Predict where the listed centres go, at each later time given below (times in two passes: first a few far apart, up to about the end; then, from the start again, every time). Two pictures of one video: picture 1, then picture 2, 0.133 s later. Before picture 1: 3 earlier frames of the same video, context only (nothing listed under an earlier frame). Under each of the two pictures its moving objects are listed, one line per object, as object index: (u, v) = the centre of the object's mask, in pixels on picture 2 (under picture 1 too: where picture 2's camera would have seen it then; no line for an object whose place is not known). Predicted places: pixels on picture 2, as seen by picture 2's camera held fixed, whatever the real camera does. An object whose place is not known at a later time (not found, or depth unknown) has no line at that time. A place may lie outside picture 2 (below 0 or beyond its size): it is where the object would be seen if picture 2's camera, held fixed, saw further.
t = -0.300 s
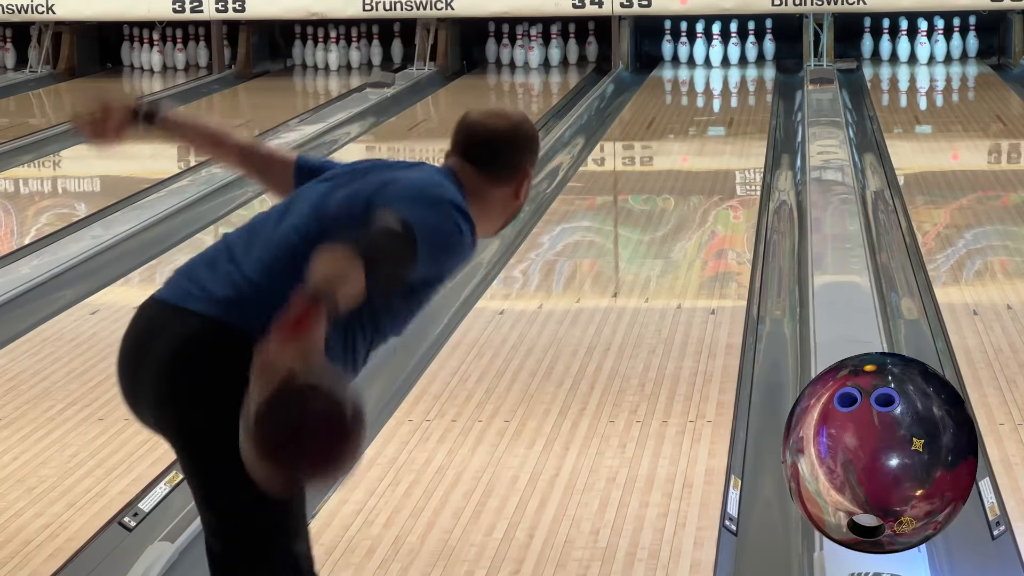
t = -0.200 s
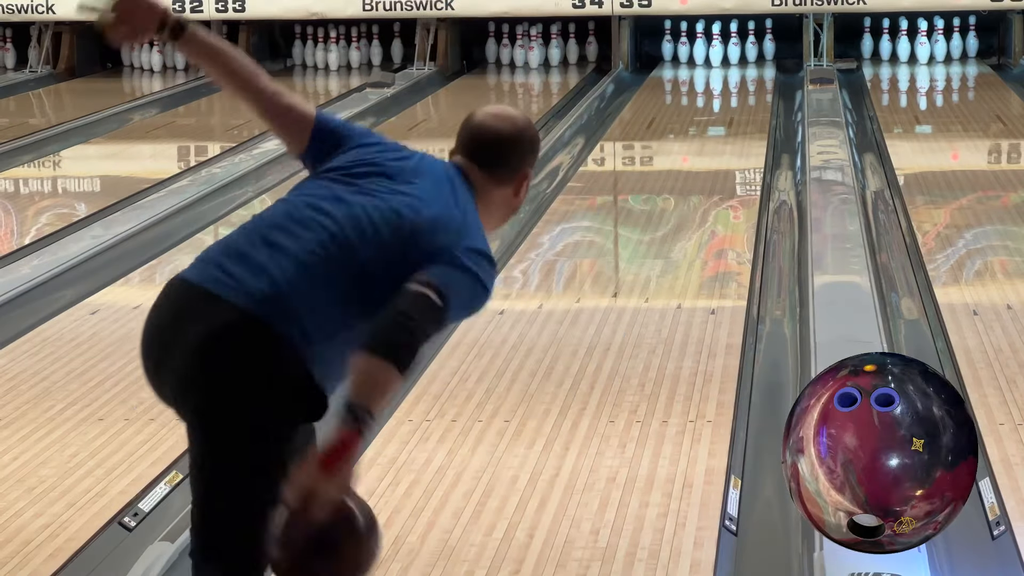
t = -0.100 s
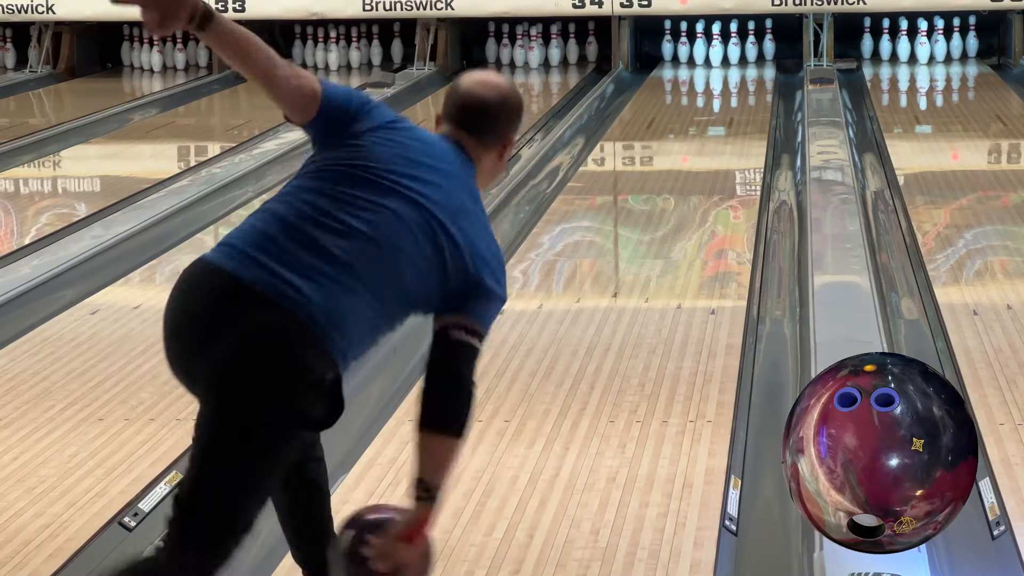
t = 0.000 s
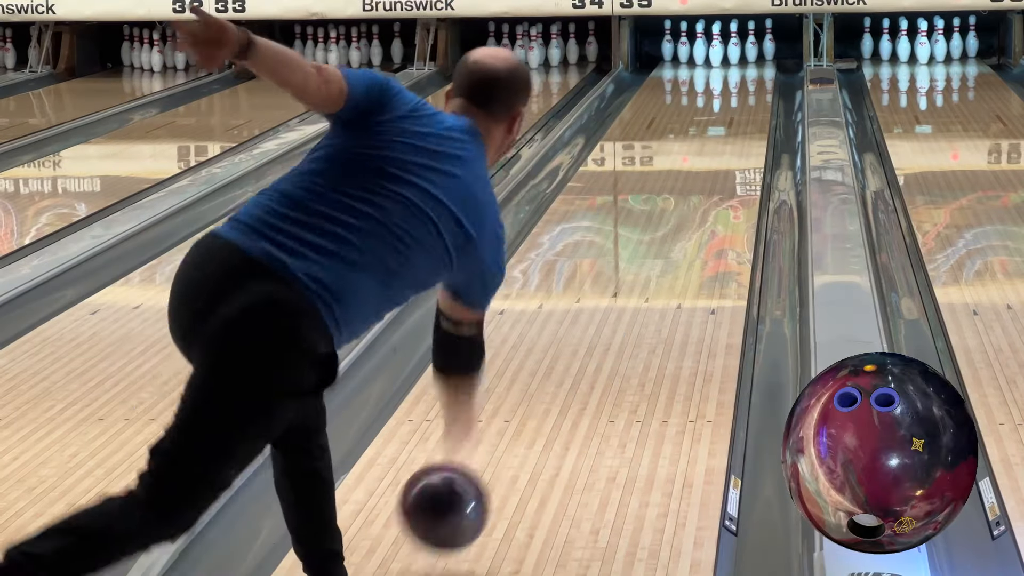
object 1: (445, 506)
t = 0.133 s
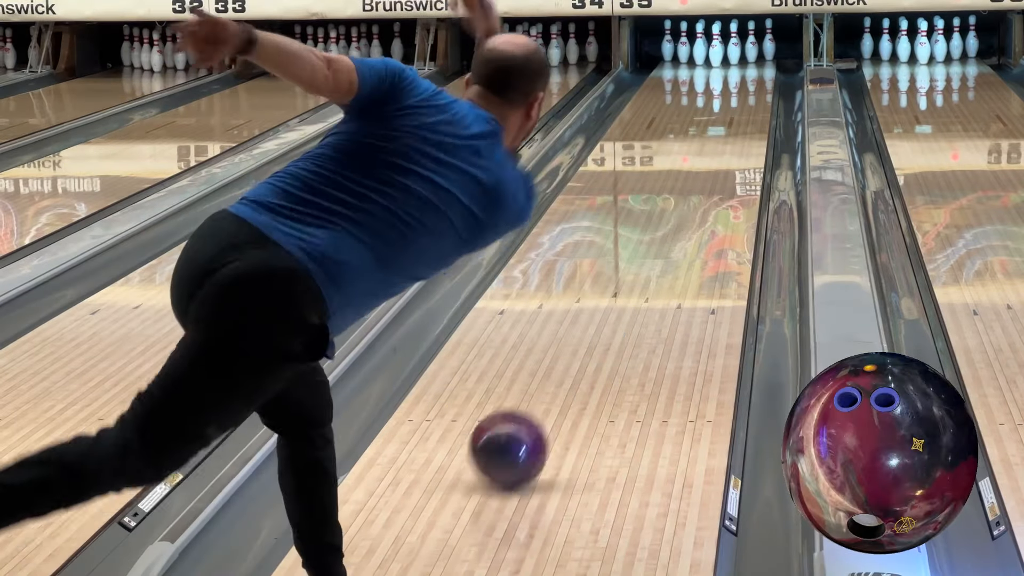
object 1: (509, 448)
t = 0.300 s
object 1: (567, 369)
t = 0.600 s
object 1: (638, 269)
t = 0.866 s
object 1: (678, 211)
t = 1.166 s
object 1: (708, 162)
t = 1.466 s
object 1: (729, 127)
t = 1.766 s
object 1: (742, 99)
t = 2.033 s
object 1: (744, 80)
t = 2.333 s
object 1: (734, 63)
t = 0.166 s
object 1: (522, 431)
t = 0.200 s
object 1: (534, 415)
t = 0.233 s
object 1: (546, 398)
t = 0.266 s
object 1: (557, 383)
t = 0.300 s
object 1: (567, 369)
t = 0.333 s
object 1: (577, 355)
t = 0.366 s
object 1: (586, 342)
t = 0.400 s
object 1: (595, 330)
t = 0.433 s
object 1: (603, 318)
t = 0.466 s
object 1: (611, 307)
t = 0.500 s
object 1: (618, 296)
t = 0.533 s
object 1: (625, 287)
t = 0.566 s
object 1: (631, 278)
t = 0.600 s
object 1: (638, 269)
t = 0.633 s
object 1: (644, 261)
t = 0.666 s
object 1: (649, 253)
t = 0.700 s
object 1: (655, 245)
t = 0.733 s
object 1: (660, 238)
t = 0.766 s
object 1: (665, 231)
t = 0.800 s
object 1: (669, 223)
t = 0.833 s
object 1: (673, 217)
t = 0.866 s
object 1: (678, 211)
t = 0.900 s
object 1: (682, 204)
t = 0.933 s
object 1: (686, 198)
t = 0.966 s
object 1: (689, 192)
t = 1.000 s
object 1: (693, 187)
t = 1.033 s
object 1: (696, 181)
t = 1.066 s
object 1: (699, 176)
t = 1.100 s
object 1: (703, 171)
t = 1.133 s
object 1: (705, 167)
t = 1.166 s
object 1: (708, 162)
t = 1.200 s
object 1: (711, 158)
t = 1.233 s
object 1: (714, 153)
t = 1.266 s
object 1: (716, 149)
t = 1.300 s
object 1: (718, 145)
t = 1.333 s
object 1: (720, 141)
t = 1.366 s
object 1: (723, 137)
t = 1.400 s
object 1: (725, 134)
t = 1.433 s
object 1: (727, 130)
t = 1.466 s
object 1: (729, 127)
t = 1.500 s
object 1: (731, 123)
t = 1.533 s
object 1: (733, 120)
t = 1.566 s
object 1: (734, 116)
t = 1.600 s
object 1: (736, 113)
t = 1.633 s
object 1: (737, 110)
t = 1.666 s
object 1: (739, 107)
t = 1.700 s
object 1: (740, 104)
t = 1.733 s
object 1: (741, 102)
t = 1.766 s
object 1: (742, 99)
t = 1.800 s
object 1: (743, 96)
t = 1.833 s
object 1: (744, 94)
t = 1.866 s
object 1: (744, 91)
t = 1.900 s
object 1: (744, 89)
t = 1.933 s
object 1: (745, 86)
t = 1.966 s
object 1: (745, 84)
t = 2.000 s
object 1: (745, 82)
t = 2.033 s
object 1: (744, 80)
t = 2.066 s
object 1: (744, 78)
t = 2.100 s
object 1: (743, 76)
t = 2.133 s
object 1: (742, 74)
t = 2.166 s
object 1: (741, 72)
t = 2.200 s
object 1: (740, 70)
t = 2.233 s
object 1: (739, 69)
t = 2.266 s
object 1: (737, 67)
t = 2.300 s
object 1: (736, 65)
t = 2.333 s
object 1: (734, 63)
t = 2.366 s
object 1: (731, 62)
